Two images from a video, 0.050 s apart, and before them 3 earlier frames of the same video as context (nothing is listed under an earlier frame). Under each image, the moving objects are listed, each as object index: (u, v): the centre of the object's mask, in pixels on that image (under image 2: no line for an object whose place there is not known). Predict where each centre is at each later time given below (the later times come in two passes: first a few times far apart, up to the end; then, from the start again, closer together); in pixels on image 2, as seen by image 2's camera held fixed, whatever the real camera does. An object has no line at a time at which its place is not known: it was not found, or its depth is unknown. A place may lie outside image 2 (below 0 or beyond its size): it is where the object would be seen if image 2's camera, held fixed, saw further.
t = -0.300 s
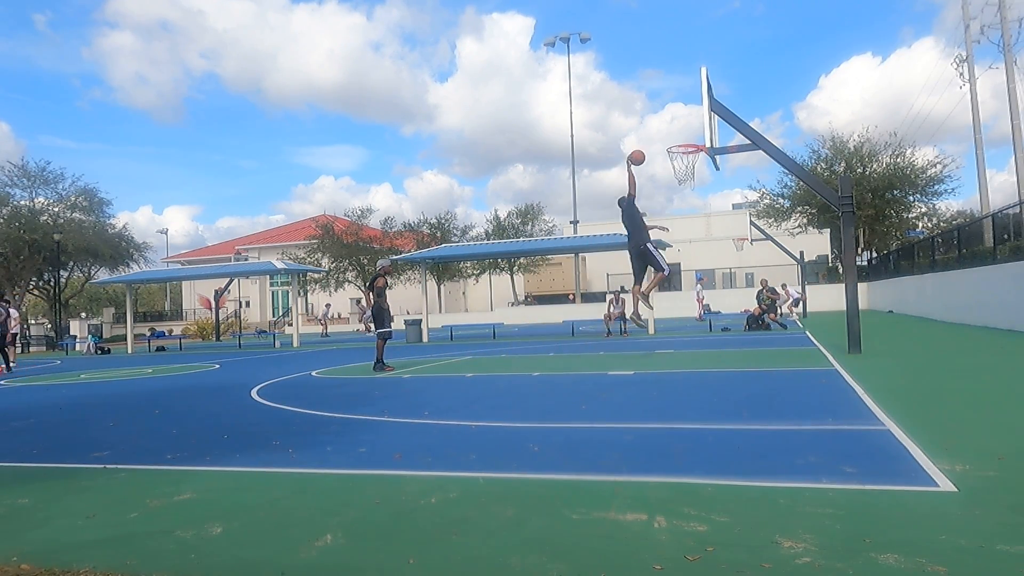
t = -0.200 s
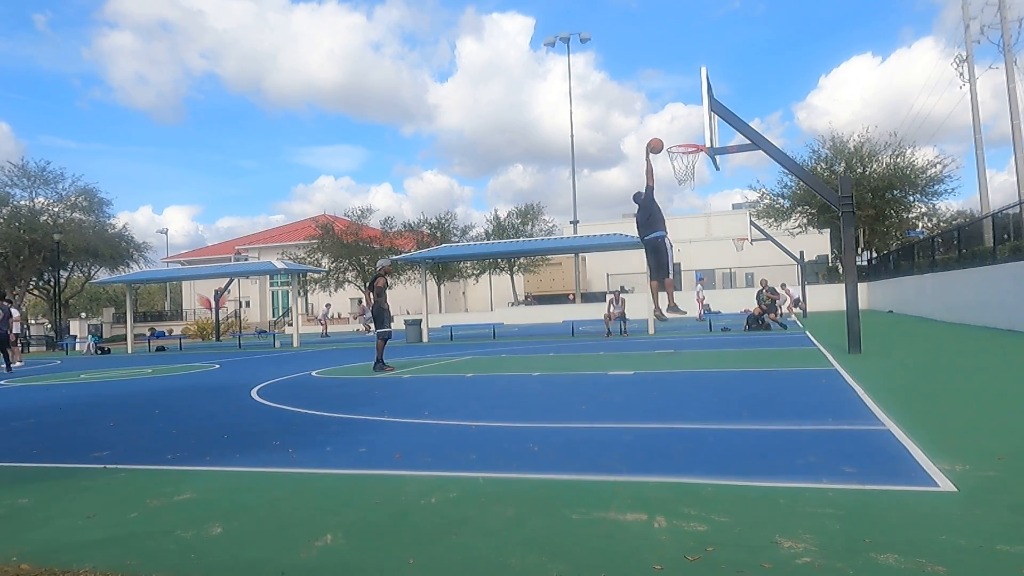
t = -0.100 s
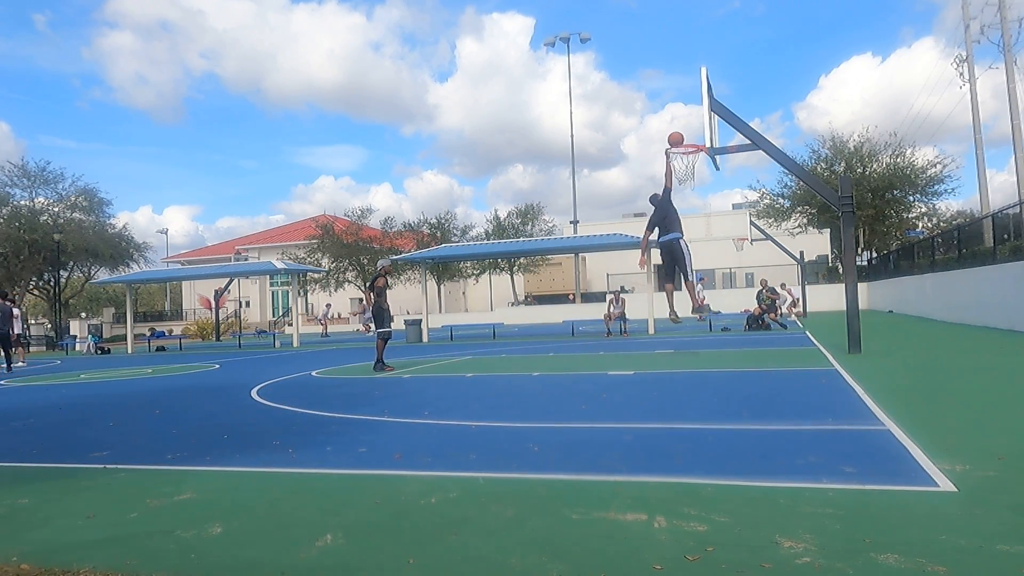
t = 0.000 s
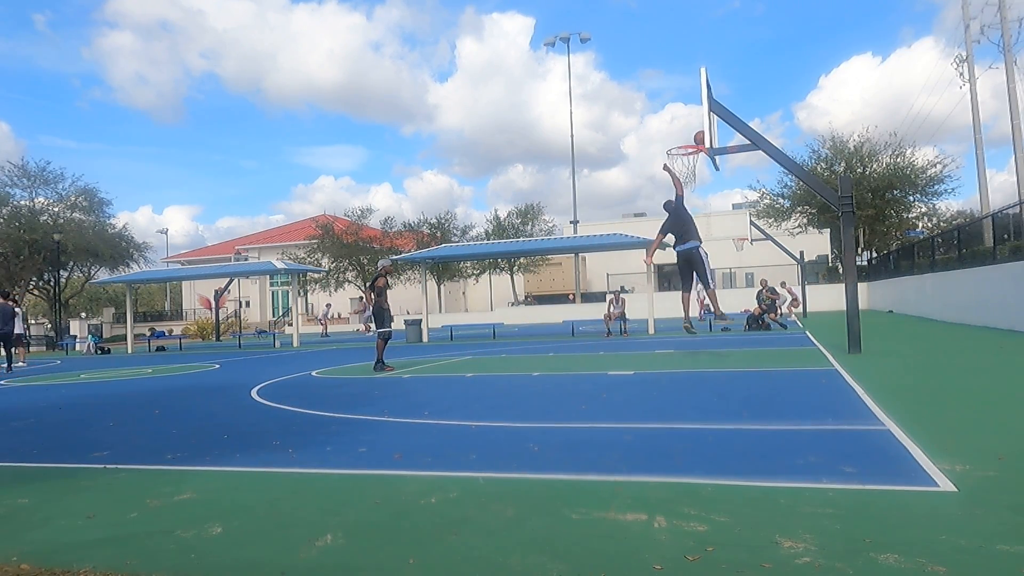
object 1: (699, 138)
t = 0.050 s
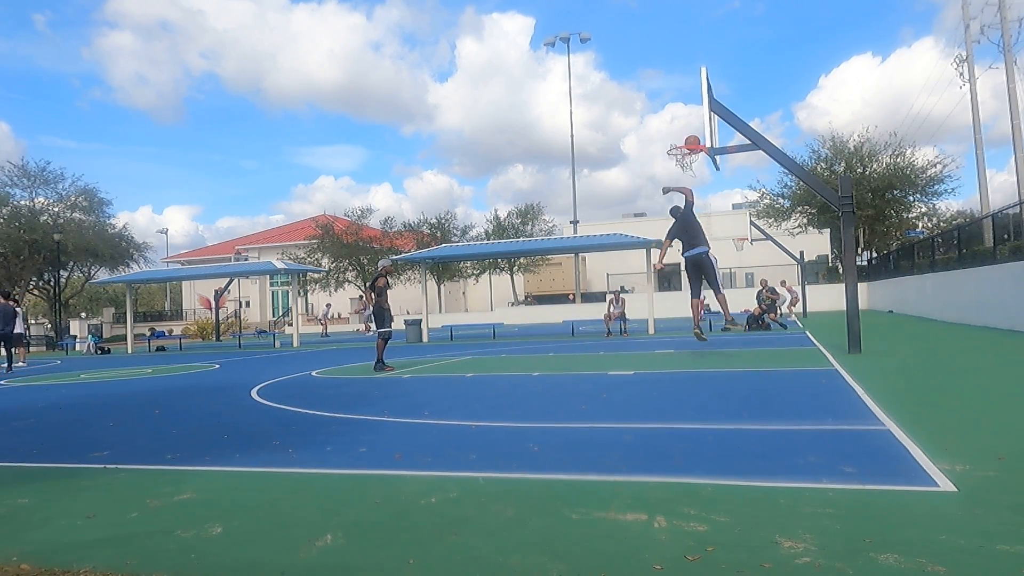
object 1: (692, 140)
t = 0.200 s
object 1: (671, 115)
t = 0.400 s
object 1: (645, 98)
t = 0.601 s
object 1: (620, 107)
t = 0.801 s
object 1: (597, 140)
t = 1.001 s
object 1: (576, 197)
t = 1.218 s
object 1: (556, 285)
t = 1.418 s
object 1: (536, 329)
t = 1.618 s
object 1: (512, 261)
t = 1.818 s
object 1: (490, 220)
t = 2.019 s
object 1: (469, 204)
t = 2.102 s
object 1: (461, 204)
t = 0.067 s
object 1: (690, 139)
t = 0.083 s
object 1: (688, 136)
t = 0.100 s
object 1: (686, 133)
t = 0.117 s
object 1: (683, 130)
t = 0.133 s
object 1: (680, 127)
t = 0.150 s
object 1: (678, 123)
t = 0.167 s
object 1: (676, 121)
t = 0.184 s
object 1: (673, 118)
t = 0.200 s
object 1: (671, 115)
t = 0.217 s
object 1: (669, 113)
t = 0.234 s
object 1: (667, 111)
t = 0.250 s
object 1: (664, 108)
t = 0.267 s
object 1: (662, 107)
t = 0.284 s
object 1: (660, 105)
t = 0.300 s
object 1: (658, 103)
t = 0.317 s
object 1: (655, 102)
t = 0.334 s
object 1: (653, 101)
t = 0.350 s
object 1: (651, 100)
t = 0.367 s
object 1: (649, 99)
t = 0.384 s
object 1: (647, 99)
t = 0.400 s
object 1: (645, 98)
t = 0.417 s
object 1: (642, 98)
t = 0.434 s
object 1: (640, 98)
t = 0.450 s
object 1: (638, 98)
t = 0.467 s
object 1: (636, 98)
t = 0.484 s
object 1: (634, 99)
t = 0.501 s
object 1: (632, 99)
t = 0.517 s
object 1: (630, 100)
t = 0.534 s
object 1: (628, 101)
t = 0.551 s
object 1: (626, 102)
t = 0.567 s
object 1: (624, 104)
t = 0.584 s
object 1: (622, 105)
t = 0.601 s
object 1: (620, 107)
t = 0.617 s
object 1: (618, 109)
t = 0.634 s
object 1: (616, 111)
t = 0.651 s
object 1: (614, 113)
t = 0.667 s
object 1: (612, 115)
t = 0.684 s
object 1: (610, 118)
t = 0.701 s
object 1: (608, 120)
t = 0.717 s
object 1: (606, 123)
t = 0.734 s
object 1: (605, 126)
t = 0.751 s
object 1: (603, 130)
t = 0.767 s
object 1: (601, 133)
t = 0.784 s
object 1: (599, 136)
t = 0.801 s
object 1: (597, 140)
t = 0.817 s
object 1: (595, 144)
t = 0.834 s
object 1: (594, 148)
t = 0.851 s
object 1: (592, 152)
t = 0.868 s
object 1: (590, 157)
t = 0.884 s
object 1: (588, 161)
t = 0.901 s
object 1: (586, 166)
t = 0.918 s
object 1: (585, 171)
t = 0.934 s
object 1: (583, 176)
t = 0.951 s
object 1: (582, 181)
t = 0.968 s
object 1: (580, 186)
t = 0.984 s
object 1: (578, 192)
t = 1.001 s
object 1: (576, 197)
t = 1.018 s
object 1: (575, 203)
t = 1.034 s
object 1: (573, 209)
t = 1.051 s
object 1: (572, 216)
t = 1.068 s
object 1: (570, 222)
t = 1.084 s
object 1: (568, 228)
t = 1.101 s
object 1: (567, 234)
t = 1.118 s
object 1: (565, 241)
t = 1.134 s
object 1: (564, 248)
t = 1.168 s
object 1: (561, 262)
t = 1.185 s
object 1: (559, 270)
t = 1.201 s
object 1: (558, 277)
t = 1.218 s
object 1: (556, 285)
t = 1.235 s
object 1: (554, 292)
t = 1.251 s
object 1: (553, 301)
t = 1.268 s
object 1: (552, 309)
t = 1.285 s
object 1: (550, 317)
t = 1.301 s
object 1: (549, 326)
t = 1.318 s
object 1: (547, 335)
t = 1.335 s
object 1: (546, 343)
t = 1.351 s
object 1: (545, 352)
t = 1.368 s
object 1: (543, 350)
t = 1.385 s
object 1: (540, 343)
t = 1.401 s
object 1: (538, 335)
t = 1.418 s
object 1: (536, 329)
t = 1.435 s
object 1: (534, 322)
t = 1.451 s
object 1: (532, 316)
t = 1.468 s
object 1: (530, 309)
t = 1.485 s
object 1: (528, 303)
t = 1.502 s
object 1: (526, 297)
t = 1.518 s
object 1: (524, 292)
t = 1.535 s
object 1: (521, 287)
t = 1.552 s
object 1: (520, 280)
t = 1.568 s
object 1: (518, 275)
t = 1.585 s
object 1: (516, 270)
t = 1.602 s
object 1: (513, 266)
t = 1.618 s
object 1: (512, 261)
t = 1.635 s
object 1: (510, 257)
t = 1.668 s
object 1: (506, 249)
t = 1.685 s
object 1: (504, 245)
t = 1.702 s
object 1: (502, 241)
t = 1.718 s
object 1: (501, 237)
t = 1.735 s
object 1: (498, 234)
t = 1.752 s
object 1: (497, 231)
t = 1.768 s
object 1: (495, 228)
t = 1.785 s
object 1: (493, 225)
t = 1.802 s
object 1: (492, 223)
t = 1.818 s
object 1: (490, 220)
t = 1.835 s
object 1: (488, 218)
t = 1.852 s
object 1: (486, 216)
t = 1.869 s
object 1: (484, 214)
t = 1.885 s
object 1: (483, 212)
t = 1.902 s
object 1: (481, 210)
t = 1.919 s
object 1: (479, 209)
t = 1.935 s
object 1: (478, 208)
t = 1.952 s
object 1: (476, 207)
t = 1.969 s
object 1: (474, 206)
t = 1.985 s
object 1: (473, 205)
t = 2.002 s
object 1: (471, 204)
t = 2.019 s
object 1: (469, 204)
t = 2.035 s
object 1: (468, 204)
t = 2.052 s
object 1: (466, 203)
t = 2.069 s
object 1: (464, 204)
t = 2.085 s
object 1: (463, 204)
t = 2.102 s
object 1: (461, 204)
